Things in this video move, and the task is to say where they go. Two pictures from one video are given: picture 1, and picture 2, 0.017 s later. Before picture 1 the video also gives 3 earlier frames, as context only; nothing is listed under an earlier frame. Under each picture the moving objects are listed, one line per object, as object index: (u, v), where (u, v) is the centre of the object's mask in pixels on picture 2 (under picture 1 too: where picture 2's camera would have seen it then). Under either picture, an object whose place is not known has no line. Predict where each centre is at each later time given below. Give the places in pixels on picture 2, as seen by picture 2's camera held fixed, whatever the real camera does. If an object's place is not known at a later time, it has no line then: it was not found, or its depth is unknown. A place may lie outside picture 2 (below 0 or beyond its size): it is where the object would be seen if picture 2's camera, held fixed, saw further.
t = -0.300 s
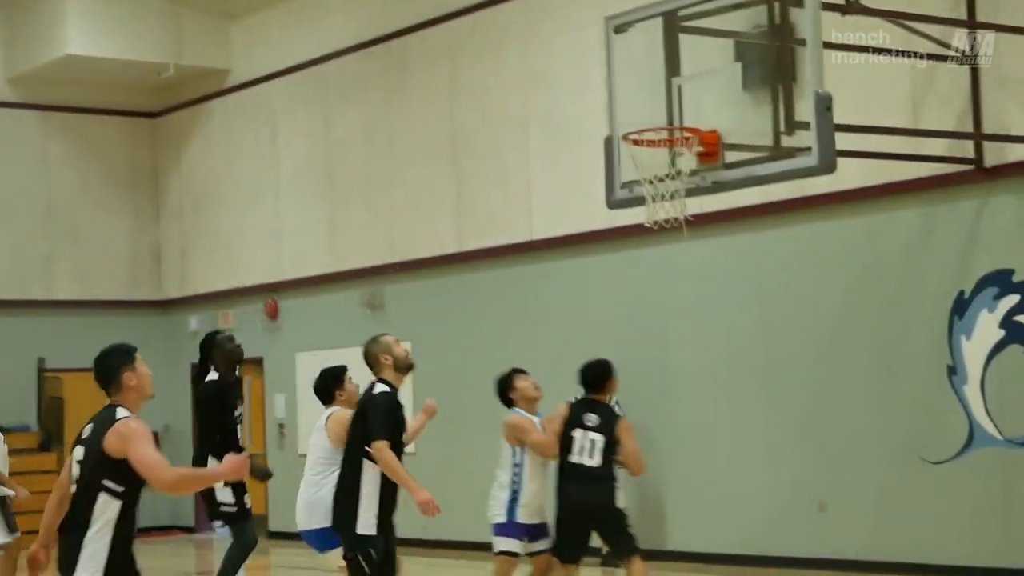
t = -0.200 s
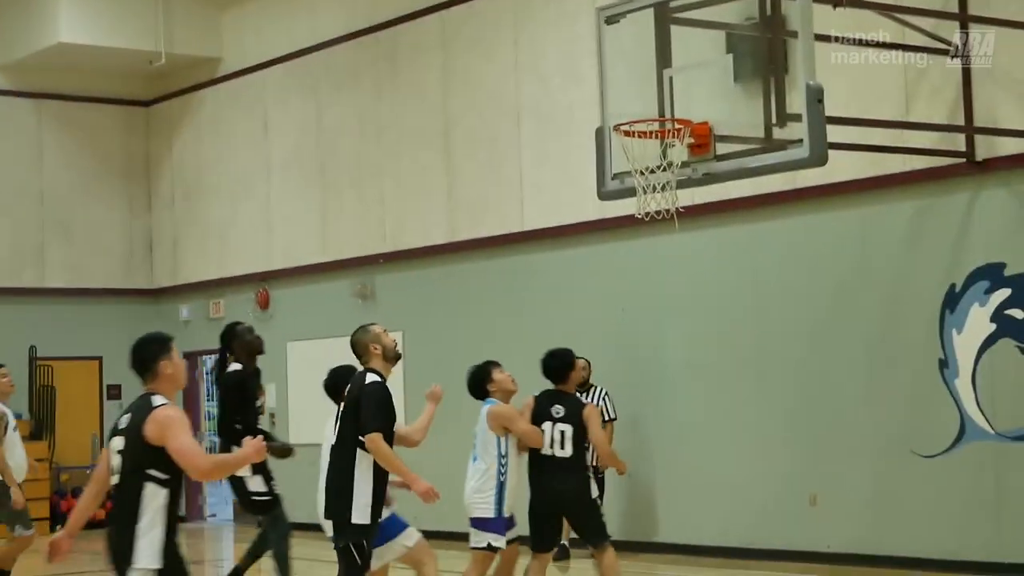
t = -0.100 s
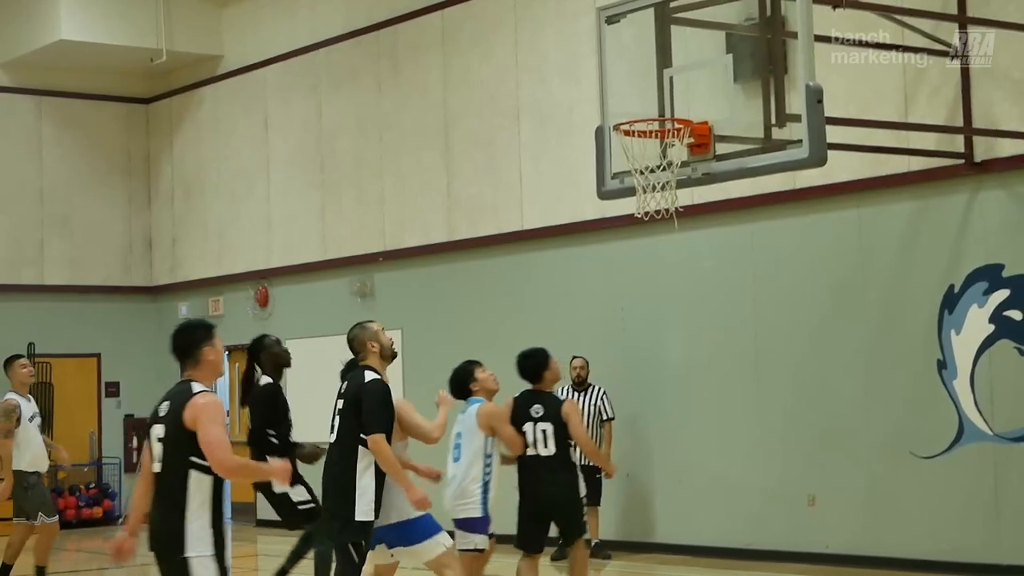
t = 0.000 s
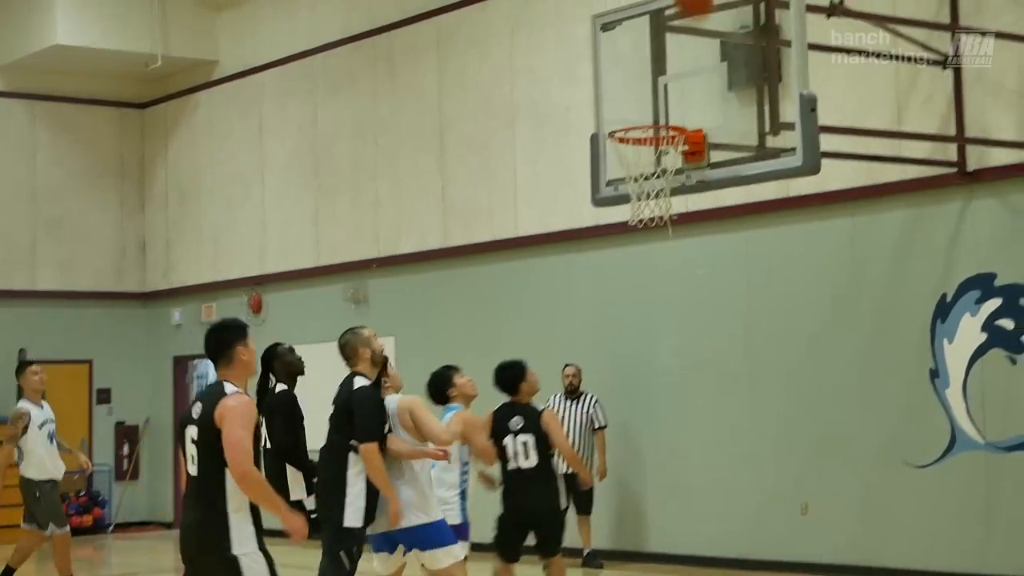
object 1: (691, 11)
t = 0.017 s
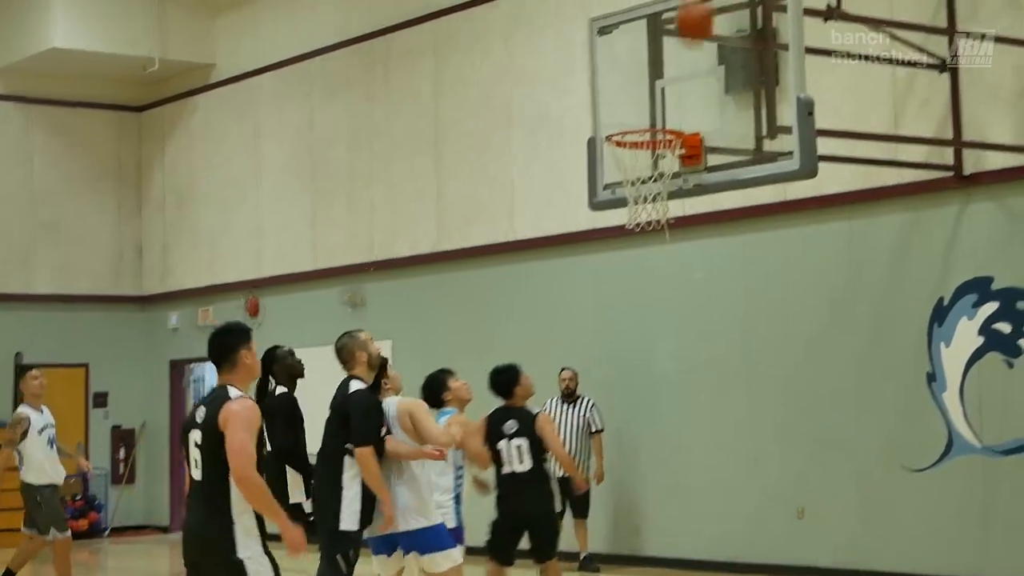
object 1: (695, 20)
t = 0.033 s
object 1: (697, 38)
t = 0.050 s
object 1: (698, 61)
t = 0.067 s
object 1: (701, 78)
